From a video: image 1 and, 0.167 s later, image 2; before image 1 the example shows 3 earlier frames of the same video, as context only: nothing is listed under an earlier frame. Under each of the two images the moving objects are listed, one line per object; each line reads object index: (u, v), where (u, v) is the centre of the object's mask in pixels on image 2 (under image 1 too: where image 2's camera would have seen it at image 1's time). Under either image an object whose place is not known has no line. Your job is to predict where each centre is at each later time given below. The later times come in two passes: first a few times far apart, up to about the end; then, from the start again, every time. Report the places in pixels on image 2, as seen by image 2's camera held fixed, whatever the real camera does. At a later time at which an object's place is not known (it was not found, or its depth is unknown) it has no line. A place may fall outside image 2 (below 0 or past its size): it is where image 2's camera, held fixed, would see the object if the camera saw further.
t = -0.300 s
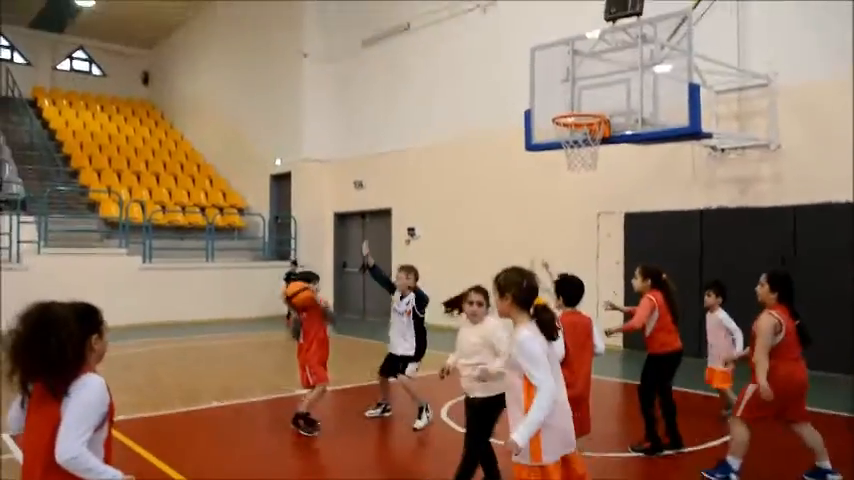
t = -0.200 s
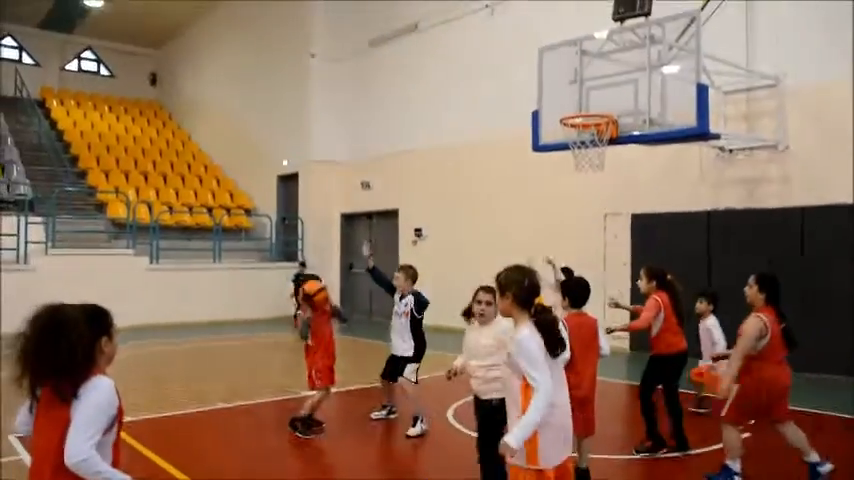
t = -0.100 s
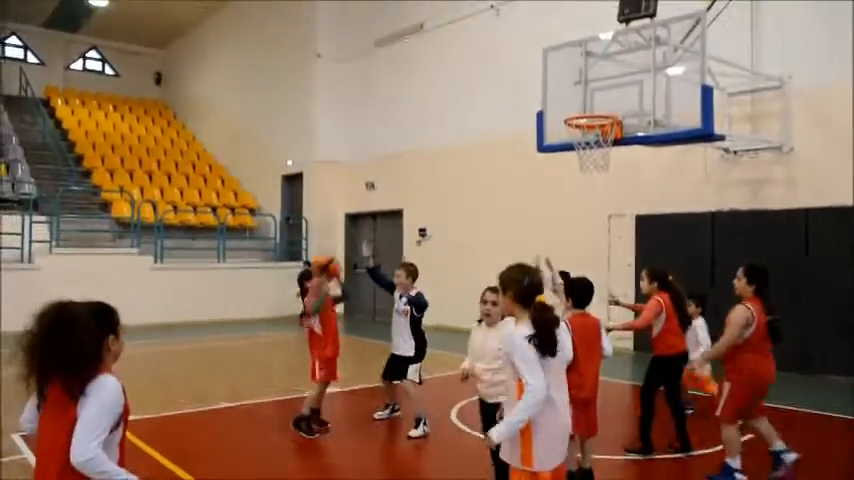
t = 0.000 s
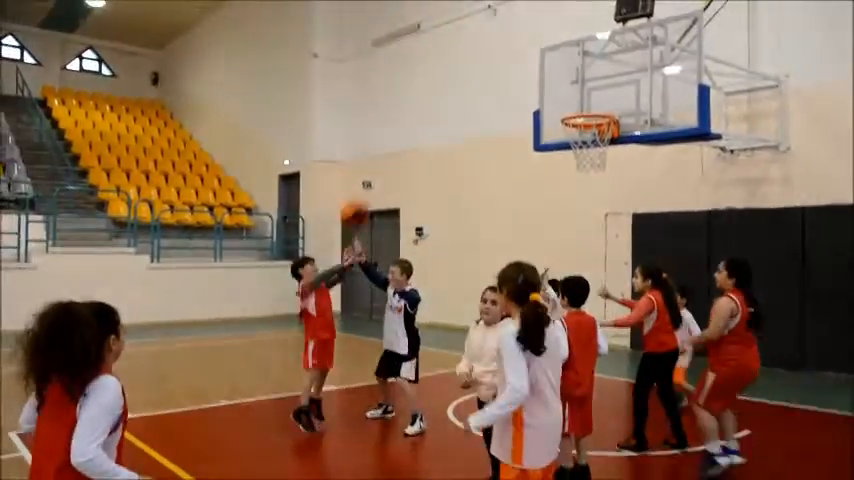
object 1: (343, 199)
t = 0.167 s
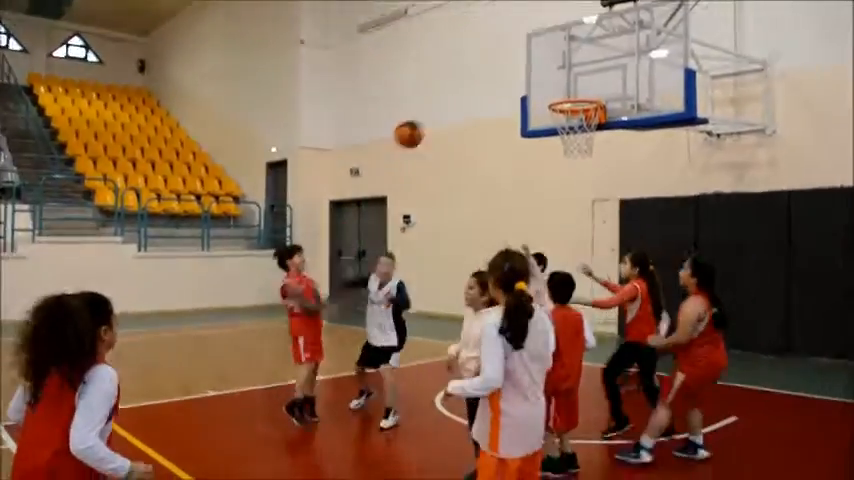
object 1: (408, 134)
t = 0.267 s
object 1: (448, 109)
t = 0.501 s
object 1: (545, 100)
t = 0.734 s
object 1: (641, 164)
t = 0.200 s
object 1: (422, 124)
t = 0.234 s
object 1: (435, 116)
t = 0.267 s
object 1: (448, 109)
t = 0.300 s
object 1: (462, 104)
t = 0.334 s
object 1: (475, 98)
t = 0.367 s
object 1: (489, 96)
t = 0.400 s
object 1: (502, 95)
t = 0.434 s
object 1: (516, 95)
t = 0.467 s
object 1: (531, 97)
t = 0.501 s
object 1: (545, 100)
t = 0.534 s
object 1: (559, 105)
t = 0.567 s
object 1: (573, 112)
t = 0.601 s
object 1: (587, 118)
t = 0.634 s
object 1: (598, 124)
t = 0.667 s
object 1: (613, 138)
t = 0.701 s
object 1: (628, 150)
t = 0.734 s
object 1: (641, 164)
